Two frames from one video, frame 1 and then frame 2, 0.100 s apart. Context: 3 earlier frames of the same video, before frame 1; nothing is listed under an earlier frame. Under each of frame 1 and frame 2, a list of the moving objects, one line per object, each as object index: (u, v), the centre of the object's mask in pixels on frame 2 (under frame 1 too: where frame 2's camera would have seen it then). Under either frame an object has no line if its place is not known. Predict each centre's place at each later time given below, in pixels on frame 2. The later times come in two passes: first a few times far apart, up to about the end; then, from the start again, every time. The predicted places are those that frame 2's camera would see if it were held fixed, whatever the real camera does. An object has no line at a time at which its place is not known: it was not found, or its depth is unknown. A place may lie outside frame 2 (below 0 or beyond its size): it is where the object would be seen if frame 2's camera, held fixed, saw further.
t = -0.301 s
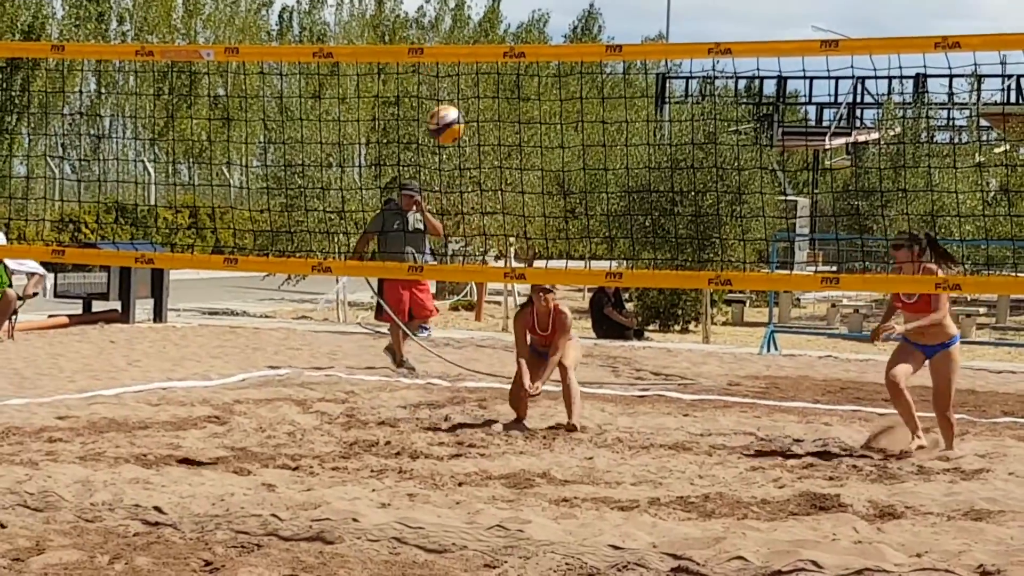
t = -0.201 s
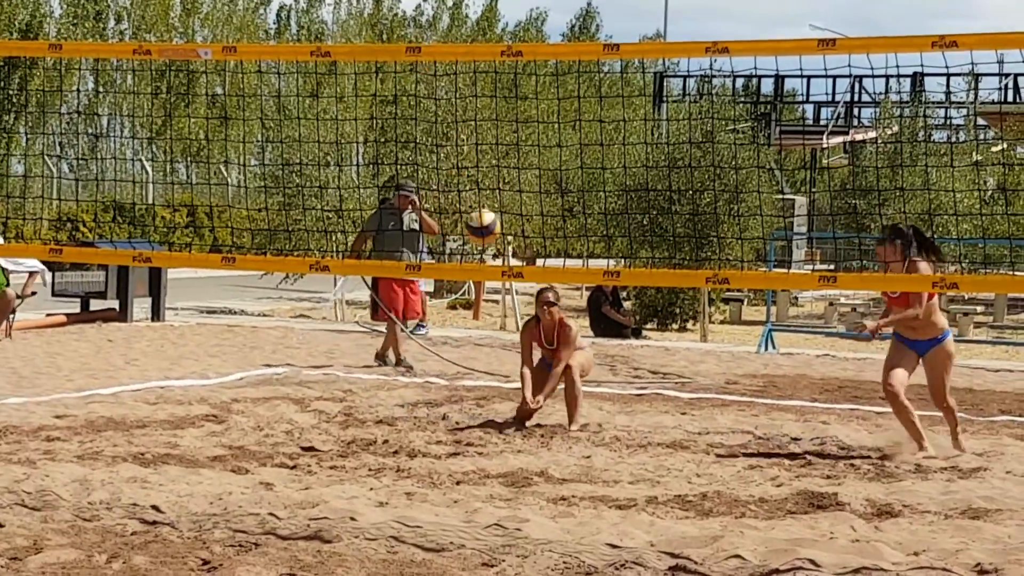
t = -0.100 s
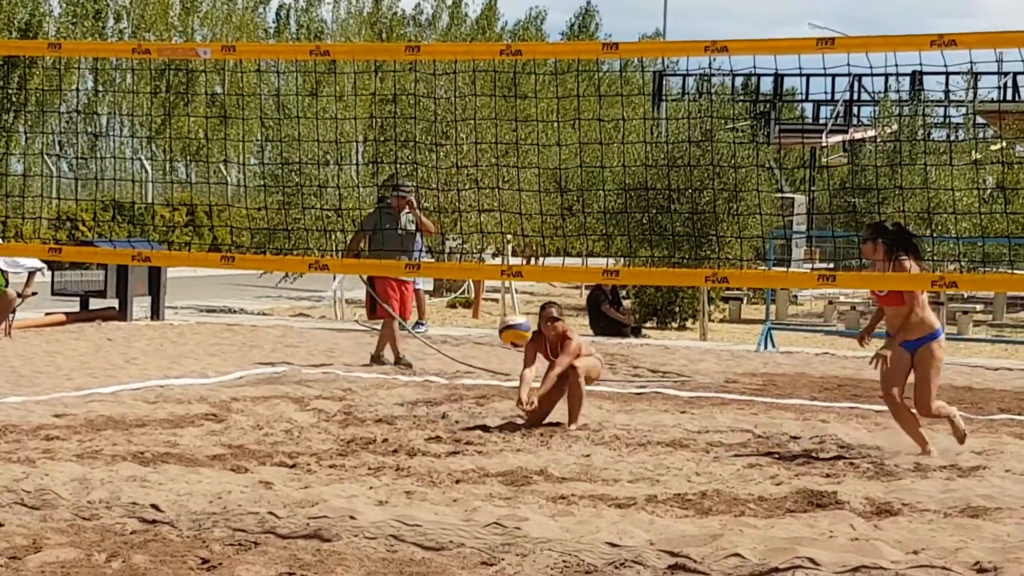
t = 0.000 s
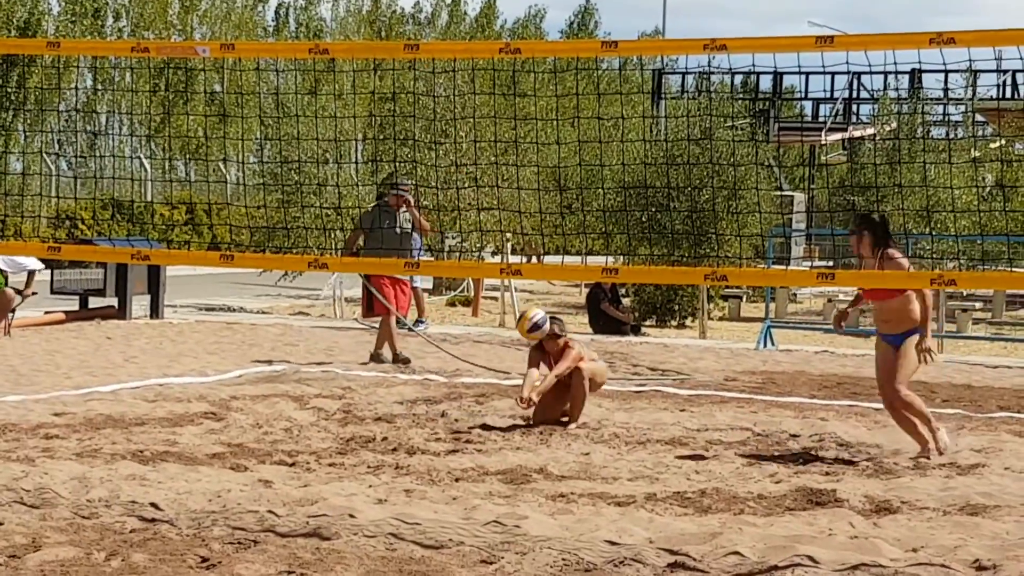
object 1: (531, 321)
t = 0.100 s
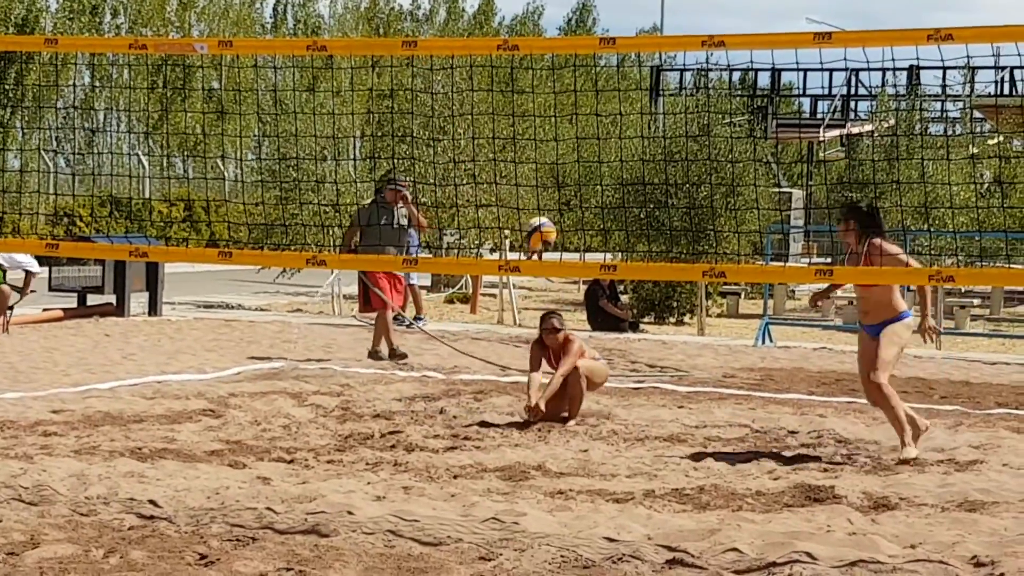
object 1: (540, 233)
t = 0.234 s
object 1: (550, 138)
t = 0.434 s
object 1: (565, 32)
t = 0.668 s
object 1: (578, 10)
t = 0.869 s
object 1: (589, 60)
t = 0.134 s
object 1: (542, 207)
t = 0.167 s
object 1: (545, 183)
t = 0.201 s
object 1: (548, 159)
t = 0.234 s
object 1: (550, 138)
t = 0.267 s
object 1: (552, 117)
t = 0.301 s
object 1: (554, 99)
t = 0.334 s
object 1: (557, 82)
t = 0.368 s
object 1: (559, 68)
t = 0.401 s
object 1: (562, 61)
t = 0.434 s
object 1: (565, 32)
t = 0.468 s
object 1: (566, 27)
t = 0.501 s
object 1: (568, 22)
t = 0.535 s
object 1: (570, 18)
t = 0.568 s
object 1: (572, 13)
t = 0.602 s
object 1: (575, 11)
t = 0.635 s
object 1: (576, 10)
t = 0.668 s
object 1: (578, 10)
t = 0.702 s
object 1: (579, 12)
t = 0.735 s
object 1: (581, 15)
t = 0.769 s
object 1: (582, 20)
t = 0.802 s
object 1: (585, 24)
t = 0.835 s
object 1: (586, 30)
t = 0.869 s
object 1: (589, 60)
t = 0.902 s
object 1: (590, 67)
